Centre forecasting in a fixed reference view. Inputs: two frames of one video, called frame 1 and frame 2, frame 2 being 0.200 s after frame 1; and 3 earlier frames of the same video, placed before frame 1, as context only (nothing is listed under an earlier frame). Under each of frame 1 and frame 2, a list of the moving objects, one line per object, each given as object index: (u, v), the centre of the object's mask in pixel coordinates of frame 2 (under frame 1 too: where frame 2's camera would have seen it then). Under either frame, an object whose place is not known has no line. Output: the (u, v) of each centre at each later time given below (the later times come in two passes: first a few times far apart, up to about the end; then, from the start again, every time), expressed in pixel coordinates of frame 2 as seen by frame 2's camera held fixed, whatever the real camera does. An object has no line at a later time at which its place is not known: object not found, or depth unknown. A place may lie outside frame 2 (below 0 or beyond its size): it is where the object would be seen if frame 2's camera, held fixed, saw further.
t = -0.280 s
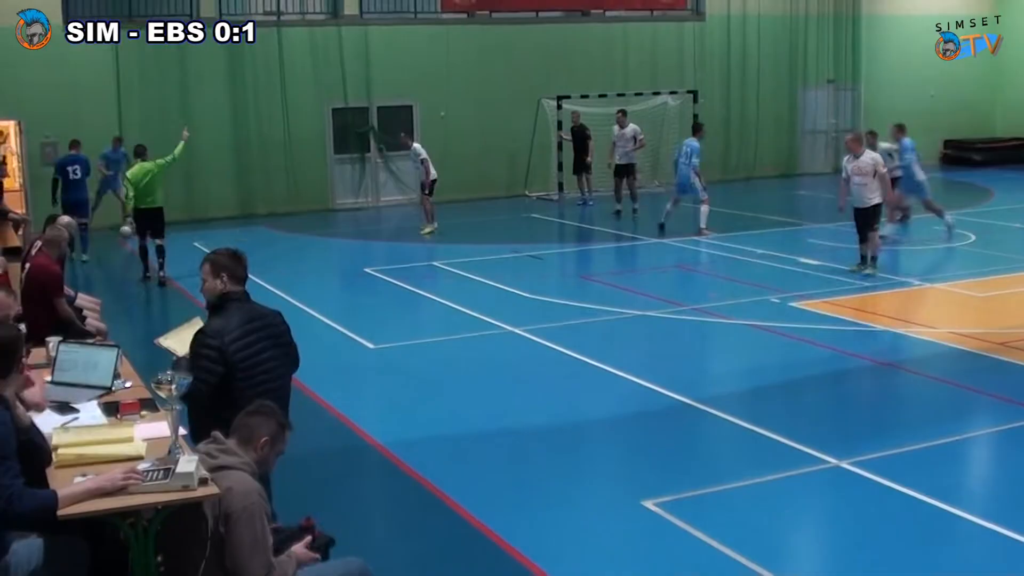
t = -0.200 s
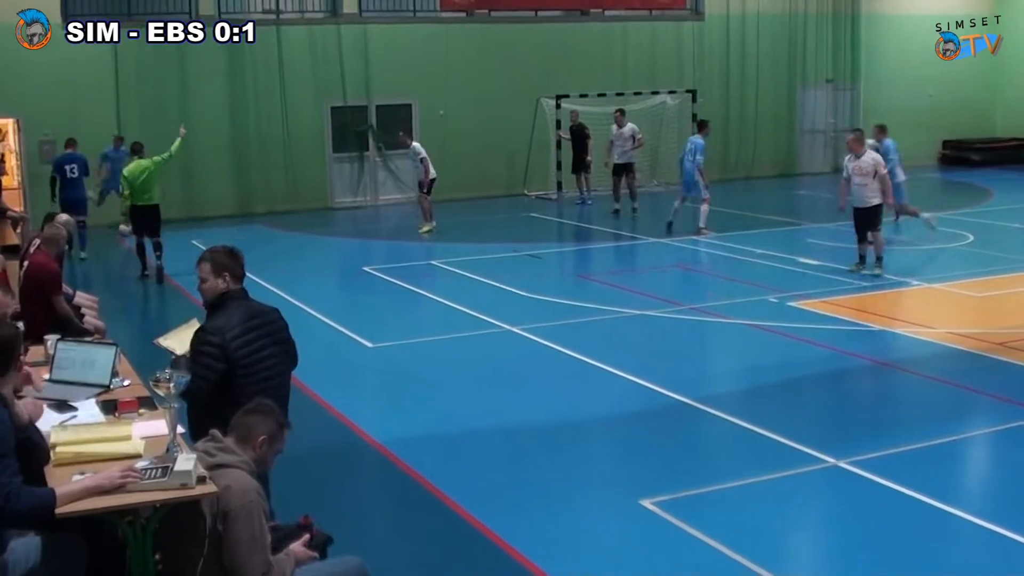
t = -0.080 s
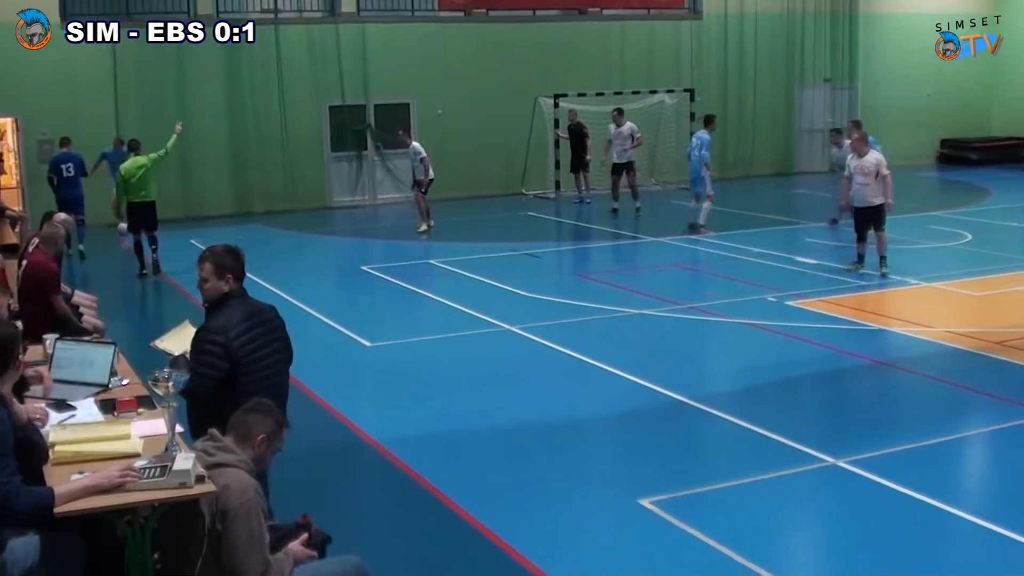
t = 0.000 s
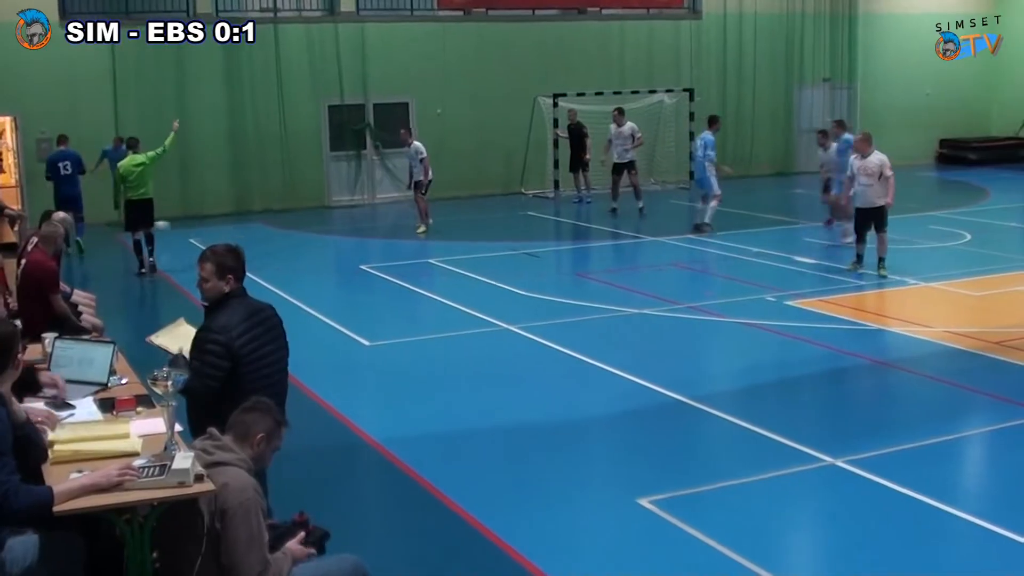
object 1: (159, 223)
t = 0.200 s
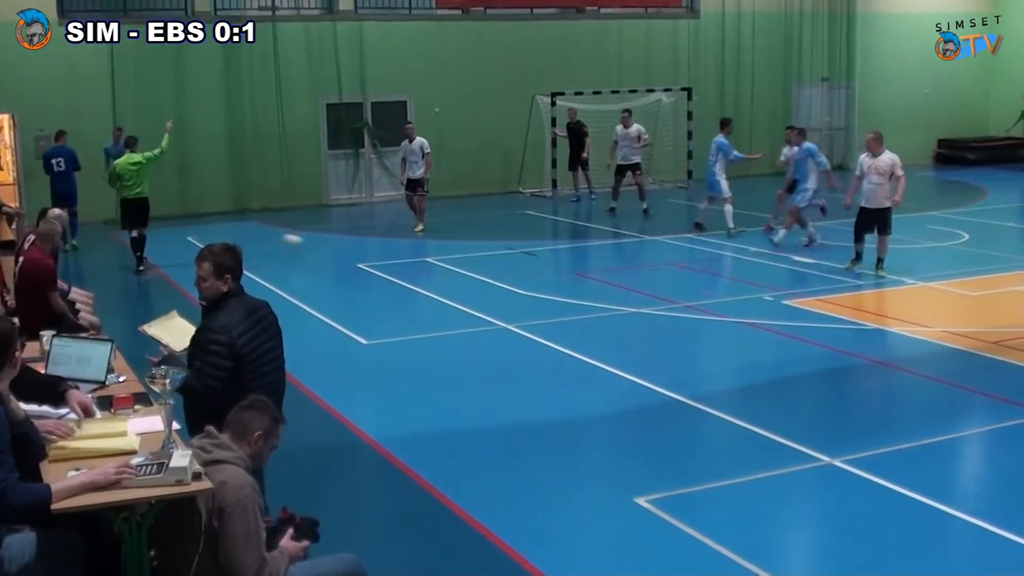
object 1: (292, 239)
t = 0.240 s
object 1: (324, 247)
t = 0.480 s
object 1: (536, 287)
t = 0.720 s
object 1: (797, 326)
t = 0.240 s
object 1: (324, 247)
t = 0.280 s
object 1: (357, 257)
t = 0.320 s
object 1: (390, 265)
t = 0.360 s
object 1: (423, 266)
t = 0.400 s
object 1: (459, 269)
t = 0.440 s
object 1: (497, 277)
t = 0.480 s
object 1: (536, 287)
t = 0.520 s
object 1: (576, 293)
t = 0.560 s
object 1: (617, 297)
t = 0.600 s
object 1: (659, 302)
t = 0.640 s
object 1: (705, 309)
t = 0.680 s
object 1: (751, 323)
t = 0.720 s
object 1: (797, 326)
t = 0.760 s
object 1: (847, 334)
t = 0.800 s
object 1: (897, 343)
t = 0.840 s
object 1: (951, 354)
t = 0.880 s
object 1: (1006, 358)
